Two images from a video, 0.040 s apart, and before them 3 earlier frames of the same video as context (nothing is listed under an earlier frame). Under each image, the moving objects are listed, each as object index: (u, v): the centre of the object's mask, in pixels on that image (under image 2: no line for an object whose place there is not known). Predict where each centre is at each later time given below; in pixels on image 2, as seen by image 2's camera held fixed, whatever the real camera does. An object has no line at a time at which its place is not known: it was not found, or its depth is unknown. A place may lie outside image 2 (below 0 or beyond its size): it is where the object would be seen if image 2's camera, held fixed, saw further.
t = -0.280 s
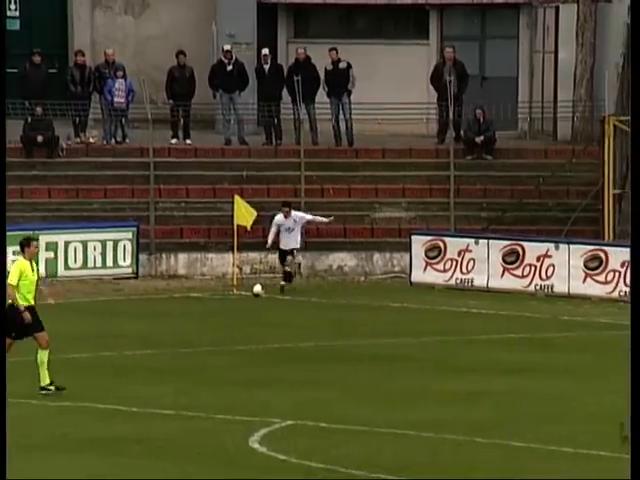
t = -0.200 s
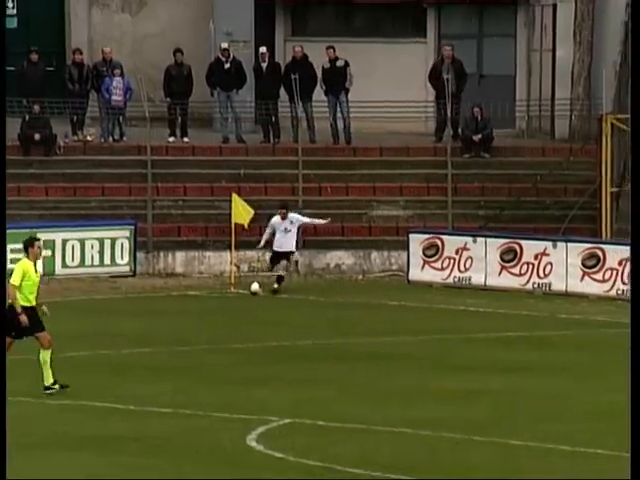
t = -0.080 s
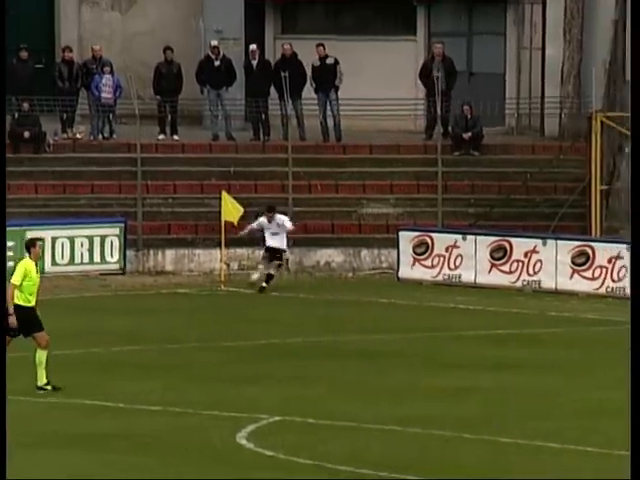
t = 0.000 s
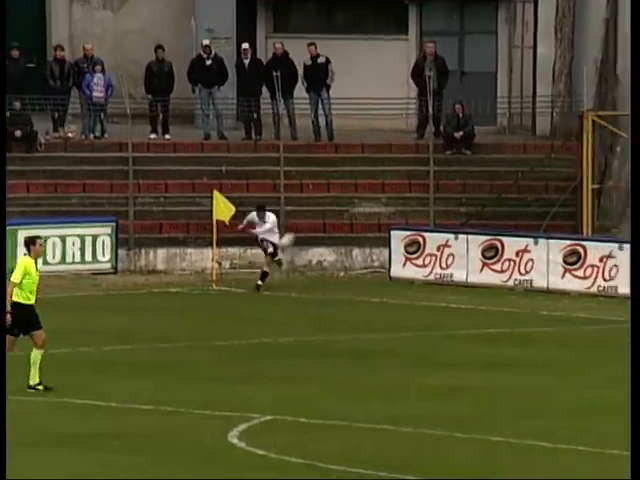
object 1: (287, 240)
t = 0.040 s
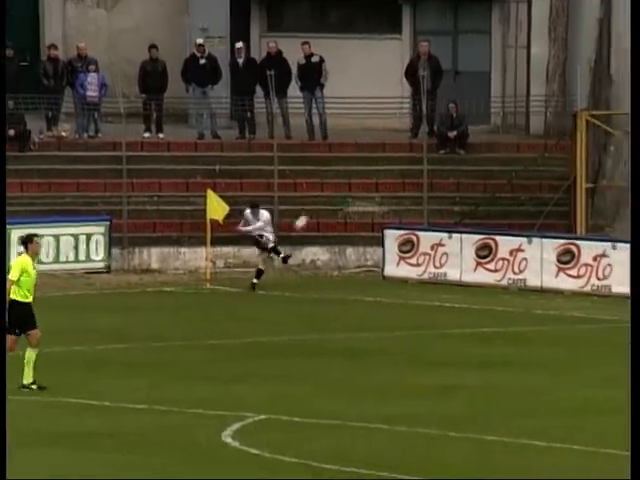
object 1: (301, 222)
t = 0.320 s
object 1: (475, 121)
